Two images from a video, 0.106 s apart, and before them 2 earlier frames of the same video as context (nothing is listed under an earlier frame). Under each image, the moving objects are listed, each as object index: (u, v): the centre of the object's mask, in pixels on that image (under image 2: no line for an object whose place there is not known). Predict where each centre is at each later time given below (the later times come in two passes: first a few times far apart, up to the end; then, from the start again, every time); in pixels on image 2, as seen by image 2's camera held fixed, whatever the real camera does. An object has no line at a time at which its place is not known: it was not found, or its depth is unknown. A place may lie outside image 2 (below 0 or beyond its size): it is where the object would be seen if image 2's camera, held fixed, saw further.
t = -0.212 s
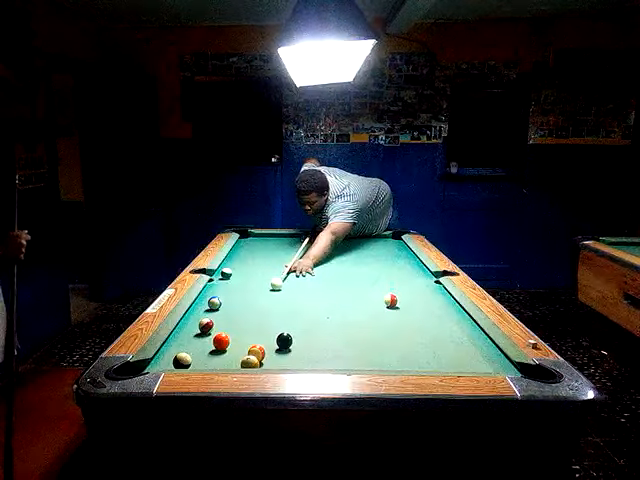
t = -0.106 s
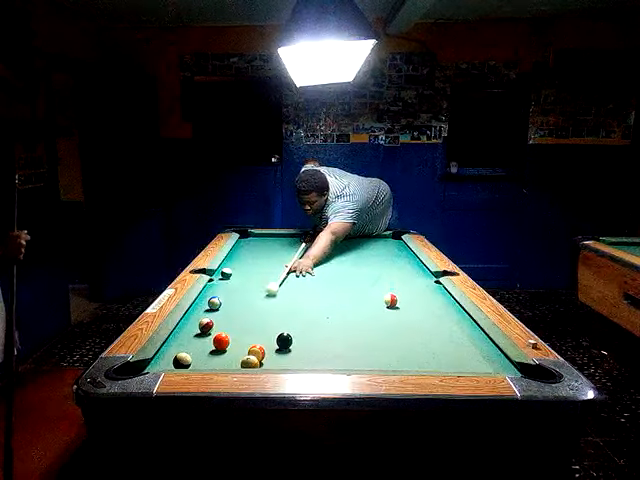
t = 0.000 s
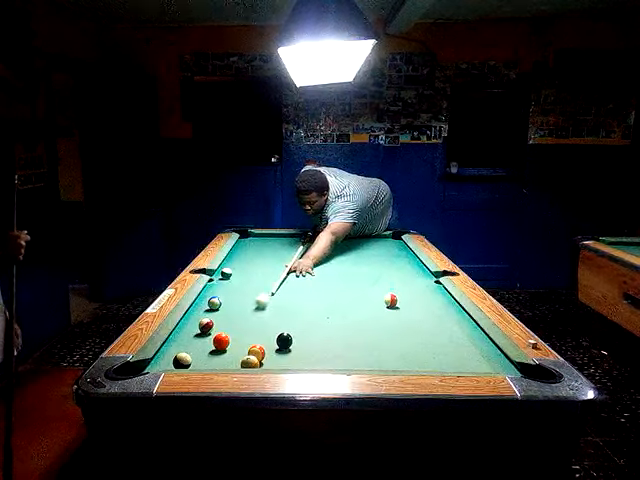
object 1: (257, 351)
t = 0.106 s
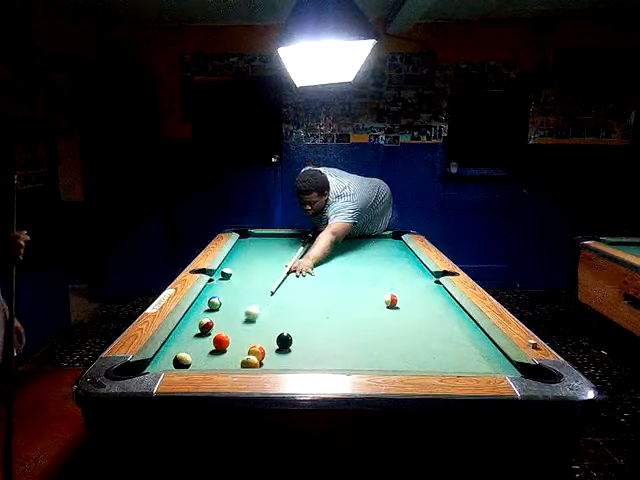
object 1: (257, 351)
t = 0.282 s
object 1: (257, 351)
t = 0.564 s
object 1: (264, 357)
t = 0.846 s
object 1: (281, 364)
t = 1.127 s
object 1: (294, 361)
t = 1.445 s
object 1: (306, 358)
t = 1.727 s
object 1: (315, 353)
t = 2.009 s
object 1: (322, 351)
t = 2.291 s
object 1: (328, 347)
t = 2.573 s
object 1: (332, 346)
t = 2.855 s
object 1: (336, 346)
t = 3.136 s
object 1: (337, 345)
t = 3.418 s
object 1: (337, 345)
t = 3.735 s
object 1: (337, 345)
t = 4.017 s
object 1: (337, 345)
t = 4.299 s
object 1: (337, 346)
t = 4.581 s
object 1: (337, 346)
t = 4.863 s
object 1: (337, 345)
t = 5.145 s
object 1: (337, 345)
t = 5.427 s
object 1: (337, 346)
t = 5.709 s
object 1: (337, 345)
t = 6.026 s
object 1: (337, 345)
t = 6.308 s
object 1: (337, 345)
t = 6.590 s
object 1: (337, 345)
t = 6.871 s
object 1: (337, 345)
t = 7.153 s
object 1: (337, 345)
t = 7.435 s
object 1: (337, 345)
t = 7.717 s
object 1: (337, 345)
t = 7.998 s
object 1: (337, 345)
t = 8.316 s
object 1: (337, 345)
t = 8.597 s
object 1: (337, 345)
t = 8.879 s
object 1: (337, 345)
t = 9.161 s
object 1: (337, 345)
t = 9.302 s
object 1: (337, 345)
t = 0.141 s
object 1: (257, 351)
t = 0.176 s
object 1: (257, 351)
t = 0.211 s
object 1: (257, 351)
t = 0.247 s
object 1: (257, 351)
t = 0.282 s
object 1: (257, 351)
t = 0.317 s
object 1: (257, 351)
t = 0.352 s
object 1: (257, 351)
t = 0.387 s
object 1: (257, 351)
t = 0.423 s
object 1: (257, 351)
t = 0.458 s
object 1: (257, 351)
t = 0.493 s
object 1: (258, 352)
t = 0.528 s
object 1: (261, 355)
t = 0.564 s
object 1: (264, 357)
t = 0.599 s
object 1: (265, 359)
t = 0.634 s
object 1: (266, 359)
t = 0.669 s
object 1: (268, 360)
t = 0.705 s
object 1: (270, 361)
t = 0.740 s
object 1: (273, 362)
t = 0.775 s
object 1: (276, 363)
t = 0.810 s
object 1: (279, 363)
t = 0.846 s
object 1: (281, 364)
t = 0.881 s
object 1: (283, 364)
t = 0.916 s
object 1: (284, 363)
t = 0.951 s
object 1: (286, 363)
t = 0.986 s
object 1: (289, 362)
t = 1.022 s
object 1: (290, 362)
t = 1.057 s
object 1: (292, 361)
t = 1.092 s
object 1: (293, 361)
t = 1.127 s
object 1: (294, 361)
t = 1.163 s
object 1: (296, 361)
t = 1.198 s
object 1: (297, 361)
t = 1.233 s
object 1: (298, 360)
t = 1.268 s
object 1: (300, 360)
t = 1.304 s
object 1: (301, 360)
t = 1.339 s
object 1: (302, 359)
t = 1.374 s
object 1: (304, 359)
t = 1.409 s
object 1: (305, 359)
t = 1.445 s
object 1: (306, 358)
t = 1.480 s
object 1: (307, 358)
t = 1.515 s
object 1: (308, 357)
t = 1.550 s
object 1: (309, 356)
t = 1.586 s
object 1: (310, 356)
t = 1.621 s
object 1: (312, 355)
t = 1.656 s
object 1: (313, 355)
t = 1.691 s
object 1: (314, 353)
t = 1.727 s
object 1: (315, 353)
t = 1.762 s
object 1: (316, 353)
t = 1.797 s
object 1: (317, 353)
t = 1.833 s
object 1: (318, 352)
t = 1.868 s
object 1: (319, 352)
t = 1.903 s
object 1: (320, 351)
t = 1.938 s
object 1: (321, 351)
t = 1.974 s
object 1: (321, 351)
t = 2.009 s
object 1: (322, 351)
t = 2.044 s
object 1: (323, 351)
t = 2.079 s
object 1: (323, 350)
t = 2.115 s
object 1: (324, 350)
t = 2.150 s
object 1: (325, 350)
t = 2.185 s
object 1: (326, 349)
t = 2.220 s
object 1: (327, 348)
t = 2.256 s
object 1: (328, 348)
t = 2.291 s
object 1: (328, 347)
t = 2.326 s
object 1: (329, 347)
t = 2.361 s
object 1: (329, 347)
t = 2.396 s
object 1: (330, 347)
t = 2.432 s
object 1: (330, 347)
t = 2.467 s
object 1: (331, 347)
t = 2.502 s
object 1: (332, 347)
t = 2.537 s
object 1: (332, 346)
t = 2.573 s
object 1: (332, 346)
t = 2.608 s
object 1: (333, 346)
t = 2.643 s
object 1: (334, 346)
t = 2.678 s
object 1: (334, 346)
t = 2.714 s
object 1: (334, 346)
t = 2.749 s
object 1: (334, 346)
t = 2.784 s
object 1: (335, 346)
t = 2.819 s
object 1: (335, 346)
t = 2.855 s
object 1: (336, 346)
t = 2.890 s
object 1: (336, 346)
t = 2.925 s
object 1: (337, 346)
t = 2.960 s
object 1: (337, 345)
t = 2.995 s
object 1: (337, 346)
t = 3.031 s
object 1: (337, 345)
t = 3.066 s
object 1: (337, 345)
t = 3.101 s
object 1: (337, 345)
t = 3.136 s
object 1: (337, 345)
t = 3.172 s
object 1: (337, 345)
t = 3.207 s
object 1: (337, 345)
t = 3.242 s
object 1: (337, 345)
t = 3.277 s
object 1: (337, 345)
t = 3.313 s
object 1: (337, 345)
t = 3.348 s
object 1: (337, 345)
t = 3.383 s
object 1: (338, 345)
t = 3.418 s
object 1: (337, 345)
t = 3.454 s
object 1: (338, 345)
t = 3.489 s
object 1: (337, 345)
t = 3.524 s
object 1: (337, 345)
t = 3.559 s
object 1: (337, 346)
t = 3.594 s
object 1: (337, 345)
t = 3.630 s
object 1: (337, 346)
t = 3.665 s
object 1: (337, 345)
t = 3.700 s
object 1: (337, 346)
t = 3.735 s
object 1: (337, 345)
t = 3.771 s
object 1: (337, 345)
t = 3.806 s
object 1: (337, 345)
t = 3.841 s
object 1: (337, 345)
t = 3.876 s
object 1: (337, 345)
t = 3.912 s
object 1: (337, 345)
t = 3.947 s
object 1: (337, 345)
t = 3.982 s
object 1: (337, 345)
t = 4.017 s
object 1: (337, 345)
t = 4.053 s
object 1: (337, 345)
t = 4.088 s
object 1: (337, 345)
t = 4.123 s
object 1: (337, 345)
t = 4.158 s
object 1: (337, 345)
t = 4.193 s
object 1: (337, 345)
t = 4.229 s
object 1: (337, 345)
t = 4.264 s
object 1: (337, 345)
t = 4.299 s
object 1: (337, 346)
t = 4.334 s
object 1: (337, 345)
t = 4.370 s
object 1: (337, 345)
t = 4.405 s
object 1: (337, 345)
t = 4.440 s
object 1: (337, 345)
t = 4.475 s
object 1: (337, 346)
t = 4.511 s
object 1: (337, 346)
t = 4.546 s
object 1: (337, 345)
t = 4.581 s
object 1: (337, 346)
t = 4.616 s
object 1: (337, 345)
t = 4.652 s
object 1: (337, 346)
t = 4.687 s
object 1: (337, 345)
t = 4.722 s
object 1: (337, 345)
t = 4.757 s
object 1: (337, 345)
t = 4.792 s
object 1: (337, 345)
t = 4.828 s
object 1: (337, 345)
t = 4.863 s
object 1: (337, 345)
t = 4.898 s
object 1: (337, 345)
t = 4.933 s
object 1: (337, 345)
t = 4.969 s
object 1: (337, 345)
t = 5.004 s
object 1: (337, 345)
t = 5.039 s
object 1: (337, 345)
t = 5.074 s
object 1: (337, 345)
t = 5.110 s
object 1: (337, 345)
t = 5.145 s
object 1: (337, 345)
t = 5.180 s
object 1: (337, 345)
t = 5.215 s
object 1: (337, 345)
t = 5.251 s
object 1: (337, 345)
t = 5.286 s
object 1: (337, 345)
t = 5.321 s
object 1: (337, 345)
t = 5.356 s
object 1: (337, 345)
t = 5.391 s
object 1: (337, 346)
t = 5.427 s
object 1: (337, 346)
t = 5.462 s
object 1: (337, 345)
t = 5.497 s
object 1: (337, 345)
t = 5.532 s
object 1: (337, 345)
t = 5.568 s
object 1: (337, 345)
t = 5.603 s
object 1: (337, 345)
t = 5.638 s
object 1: (337, 345)
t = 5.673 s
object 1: (337, 345)
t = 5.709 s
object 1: (337, 345)
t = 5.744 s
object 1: (337, 345)
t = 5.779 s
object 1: (337, 345)
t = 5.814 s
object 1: (337, 345)
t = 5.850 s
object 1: (337, 345)
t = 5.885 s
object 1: (337, 345)
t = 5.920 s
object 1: (337, 345)
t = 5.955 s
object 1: (337, 345)
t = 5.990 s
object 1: (337, 345)
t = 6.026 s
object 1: (337, 345)
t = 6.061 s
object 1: (337, 345)
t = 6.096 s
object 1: (337, 345)
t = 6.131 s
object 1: (337, 345)
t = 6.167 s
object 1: (337, 345)
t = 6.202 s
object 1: (337, 345)
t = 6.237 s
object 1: (337, 345)
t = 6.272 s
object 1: (337, 345)
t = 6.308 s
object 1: (337, 345)
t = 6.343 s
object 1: (337, 345)
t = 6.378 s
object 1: (337, 345)
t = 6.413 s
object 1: (337, 345)
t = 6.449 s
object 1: (337, 345)
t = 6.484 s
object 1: (337, 345)
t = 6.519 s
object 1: (337, 345)
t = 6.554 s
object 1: (337, 345)
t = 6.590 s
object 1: (337, 345)
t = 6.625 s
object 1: (337, 345)
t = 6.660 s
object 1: (337, 345)
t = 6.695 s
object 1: (337, 345)
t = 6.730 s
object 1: (337, 345)
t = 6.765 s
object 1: (337, 345)
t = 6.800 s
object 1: (337, 345)
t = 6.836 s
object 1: (337, 345)
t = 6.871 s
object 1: (337, 345)
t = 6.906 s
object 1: (337, 345)
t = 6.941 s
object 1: (337, 345)
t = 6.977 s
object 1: (337, 345)
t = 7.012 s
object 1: (337, 345)
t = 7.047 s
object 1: (337, 345)
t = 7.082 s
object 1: (337, 345)
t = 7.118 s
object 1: (337, 345)
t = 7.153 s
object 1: (337, 345)
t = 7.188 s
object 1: (337, 345)
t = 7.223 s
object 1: (337, 345)
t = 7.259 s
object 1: (337, 345)
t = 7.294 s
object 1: (337, 345)
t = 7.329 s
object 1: (337, 345)
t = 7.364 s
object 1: (337, 345)
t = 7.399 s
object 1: (337, 345)
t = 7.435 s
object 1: (337, 345)
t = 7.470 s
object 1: (337, 345)
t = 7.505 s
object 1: (337, 345)
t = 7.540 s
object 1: (337, 345)
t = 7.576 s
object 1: (337, 345)
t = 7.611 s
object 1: (337, 345)
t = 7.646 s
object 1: (337, 345)
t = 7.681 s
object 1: (337, 345)
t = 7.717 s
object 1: (337, 345)
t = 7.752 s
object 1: (337, 346)
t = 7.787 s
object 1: (337, 346)
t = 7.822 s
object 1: (337, 346)
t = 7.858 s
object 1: (337, 345)
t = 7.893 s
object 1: (337, 346)
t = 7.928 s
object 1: (337, 345)
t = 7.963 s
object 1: (337, 346)
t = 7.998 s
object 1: (337, 345)
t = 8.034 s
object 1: (337, 345)
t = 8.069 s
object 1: (337, 345)
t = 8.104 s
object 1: (337, 345)
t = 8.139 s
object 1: (337, 345)
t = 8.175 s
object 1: (337, 345)
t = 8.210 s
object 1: (337, 345)
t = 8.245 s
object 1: (337, 346)
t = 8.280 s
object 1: (337, 345)
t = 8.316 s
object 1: (337, 345)
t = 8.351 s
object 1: (337, 345)
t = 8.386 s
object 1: (337, 345)
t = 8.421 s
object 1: (337, 345)
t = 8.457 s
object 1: (337, 345)
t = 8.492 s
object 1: (337, 345)
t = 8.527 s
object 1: (337, 345)
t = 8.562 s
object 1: (337, 345)
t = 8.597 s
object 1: (337, 345)
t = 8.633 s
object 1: (337, 345)
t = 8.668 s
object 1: (337, 345)
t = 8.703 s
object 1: (337, 345)
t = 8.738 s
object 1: (337, 345)
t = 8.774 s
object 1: (337, 345)
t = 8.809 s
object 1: (337, 345)
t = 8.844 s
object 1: (337, 345)
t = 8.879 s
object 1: (337, 345)
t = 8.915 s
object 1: (337, 345)
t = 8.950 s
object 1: (337, 345)
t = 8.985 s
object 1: (337, 345)
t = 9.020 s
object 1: (337, 345)
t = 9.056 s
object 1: (337, 345)
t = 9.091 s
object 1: (337, 345)
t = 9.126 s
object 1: (337, 345)
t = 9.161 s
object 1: (337, 345)
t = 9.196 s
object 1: (337, 345)
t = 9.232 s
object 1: (337, 345)
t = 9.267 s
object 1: (337, 345)
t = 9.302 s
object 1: (337, 345)
